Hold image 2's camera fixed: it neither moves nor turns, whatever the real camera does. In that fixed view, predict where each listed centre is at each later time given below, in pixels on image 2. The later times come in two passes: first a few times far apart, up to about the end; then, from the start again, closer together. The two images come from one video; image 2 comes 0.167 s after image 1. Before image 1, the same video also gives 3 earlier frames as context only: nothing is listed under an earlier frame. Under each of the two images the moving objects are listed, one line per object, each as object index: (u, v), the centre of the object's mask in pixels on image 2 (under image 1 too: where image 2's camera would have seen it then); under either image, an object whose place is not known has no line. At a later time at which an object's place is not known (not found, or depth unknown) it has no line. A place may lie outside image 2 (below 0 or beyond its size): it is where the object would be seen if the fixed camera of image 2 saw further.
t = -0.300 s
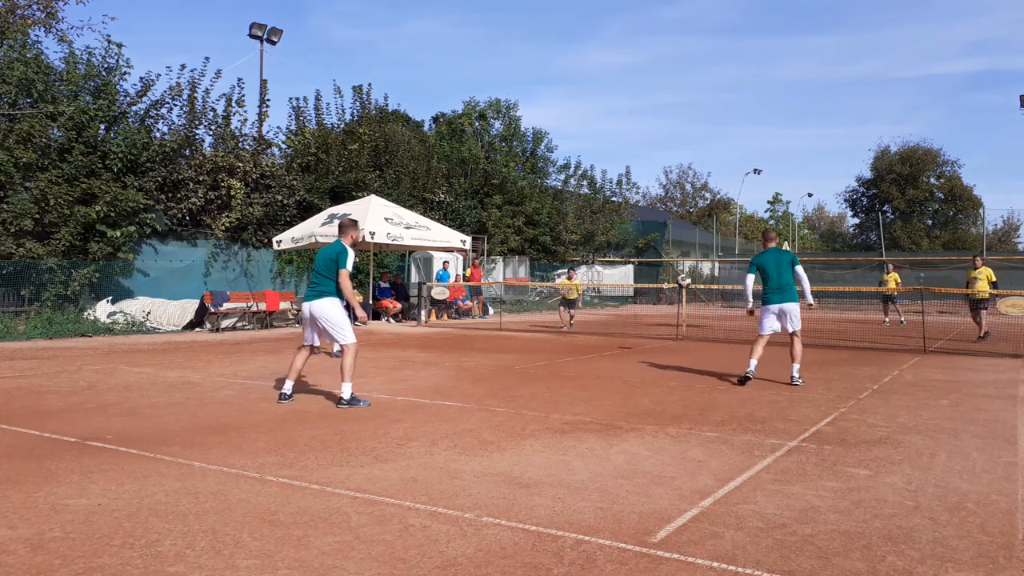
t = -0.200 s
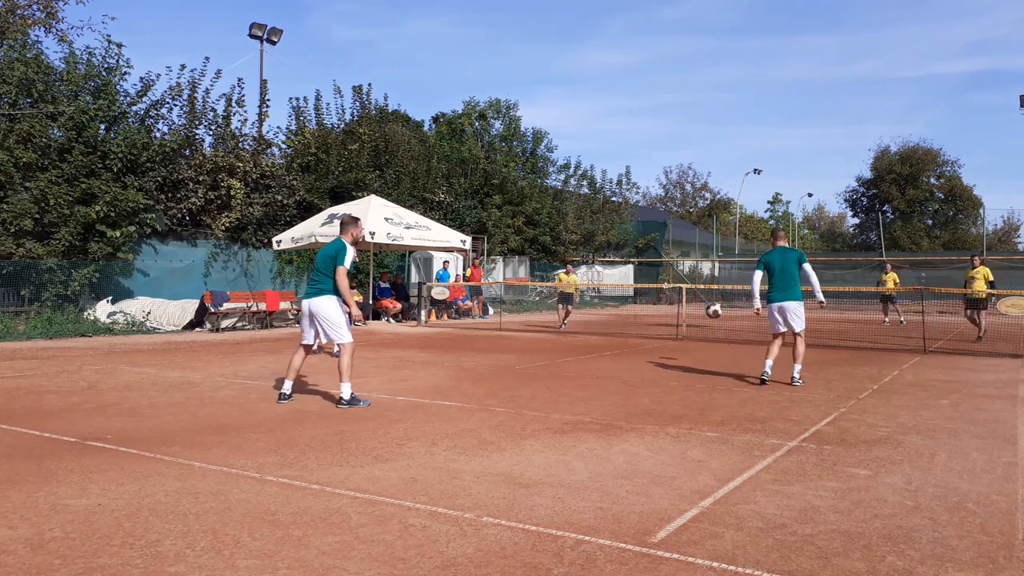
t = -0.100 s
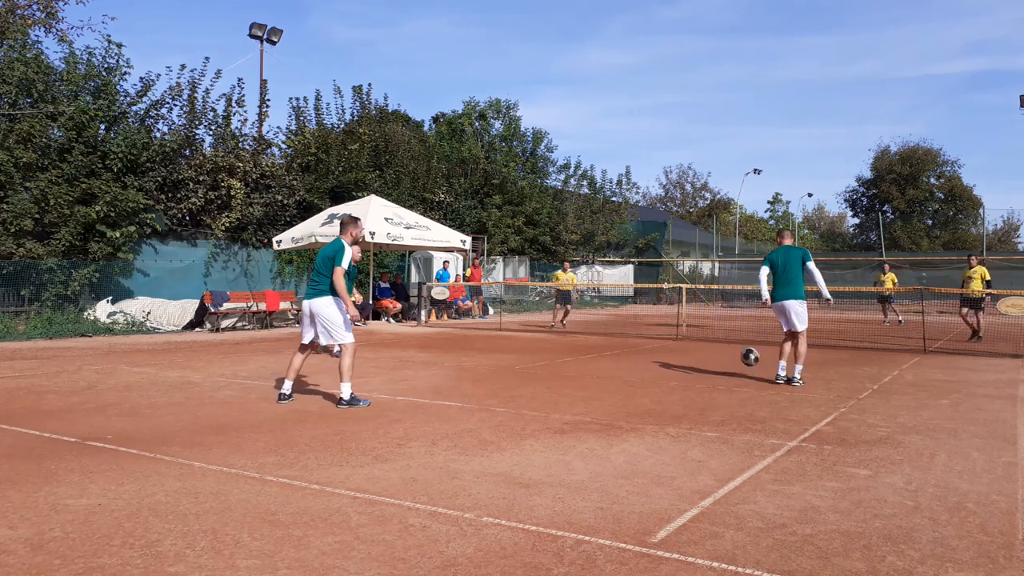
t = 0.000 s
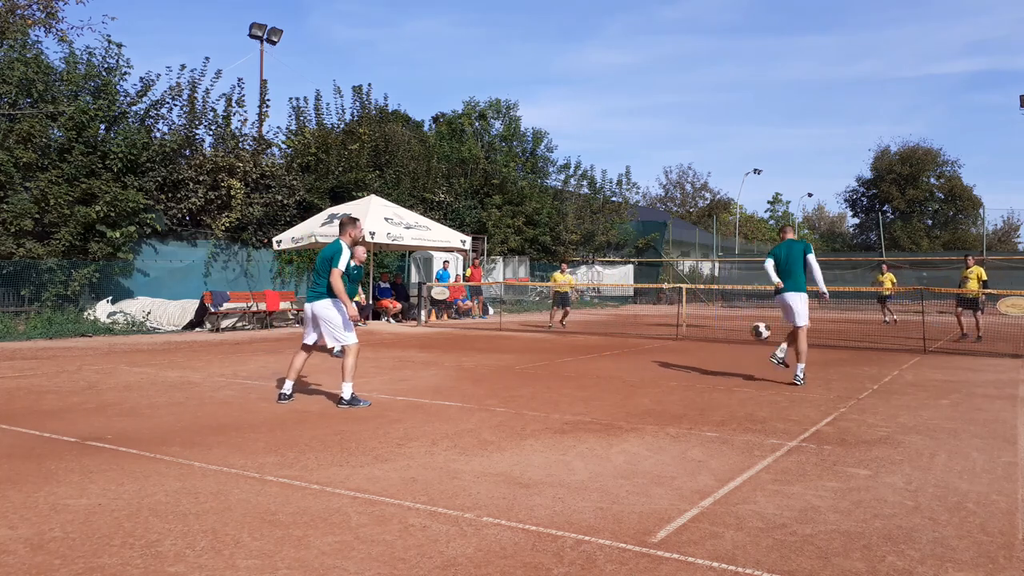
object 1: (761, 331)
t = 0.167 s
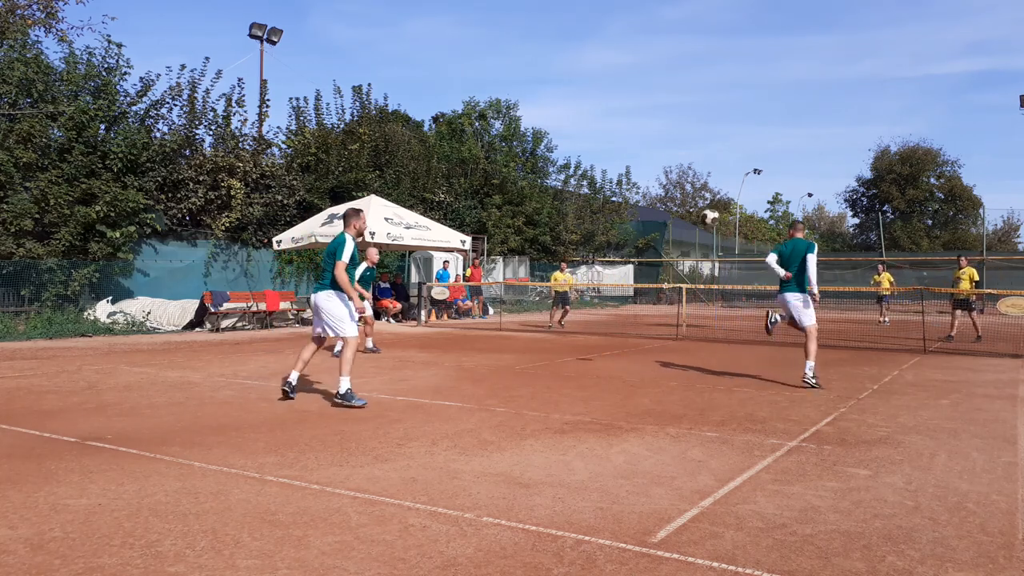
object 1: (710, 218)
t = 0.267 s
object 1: (680, 162)
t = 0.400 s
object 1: (642, 101)
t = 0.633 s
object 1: (575, 28)
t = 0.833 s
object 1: (518, 5)
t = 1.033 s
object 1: (460, 9)
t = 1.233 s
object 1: (402, 50)
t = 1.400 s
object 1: (353, 110)
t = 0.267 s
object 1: (680, 162)
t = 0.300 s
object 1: (670, 145)
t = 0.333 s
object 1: (661, 130)
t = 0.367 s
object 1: (651, 115)
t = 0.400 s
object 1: (642, 101)
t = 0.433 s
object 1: (632, 88)
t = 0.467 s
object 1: (623, 75)
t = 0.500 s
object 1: (613, 64)
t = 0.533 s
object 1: (604, 54)
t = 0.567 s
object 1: (594, 44)
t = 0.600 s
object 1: (585, 36)
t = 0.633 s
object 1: (575, 28)
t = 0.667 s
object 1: (566, 21)
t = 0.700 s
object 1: (556, 15)
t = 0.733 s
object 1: (547, 11)
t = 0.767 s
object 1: (537, 8)
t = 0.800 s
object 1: (528, 6)
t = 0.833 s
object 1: (518, 5)
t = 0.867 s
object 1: (508, 4)
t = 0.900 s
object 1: (499, 5)
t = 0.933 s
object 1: (489, 5)
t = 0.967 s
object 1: (480, 6)
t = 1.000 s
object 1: (470, 7)
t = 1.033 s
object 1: (460, 9)
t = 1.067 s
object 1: (451, 13)
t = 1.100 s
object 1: (441, 18)
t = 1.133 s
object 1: (431, 25)
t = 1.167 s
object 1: (422, 32)
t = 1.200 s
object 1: (412, 40)
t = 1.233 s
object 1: (402, 50)
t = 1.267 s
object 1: (392, 60)
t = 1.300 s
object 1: (383, 71)
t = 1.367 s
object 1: (363, 96)
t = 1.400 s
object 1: (353, 110)
